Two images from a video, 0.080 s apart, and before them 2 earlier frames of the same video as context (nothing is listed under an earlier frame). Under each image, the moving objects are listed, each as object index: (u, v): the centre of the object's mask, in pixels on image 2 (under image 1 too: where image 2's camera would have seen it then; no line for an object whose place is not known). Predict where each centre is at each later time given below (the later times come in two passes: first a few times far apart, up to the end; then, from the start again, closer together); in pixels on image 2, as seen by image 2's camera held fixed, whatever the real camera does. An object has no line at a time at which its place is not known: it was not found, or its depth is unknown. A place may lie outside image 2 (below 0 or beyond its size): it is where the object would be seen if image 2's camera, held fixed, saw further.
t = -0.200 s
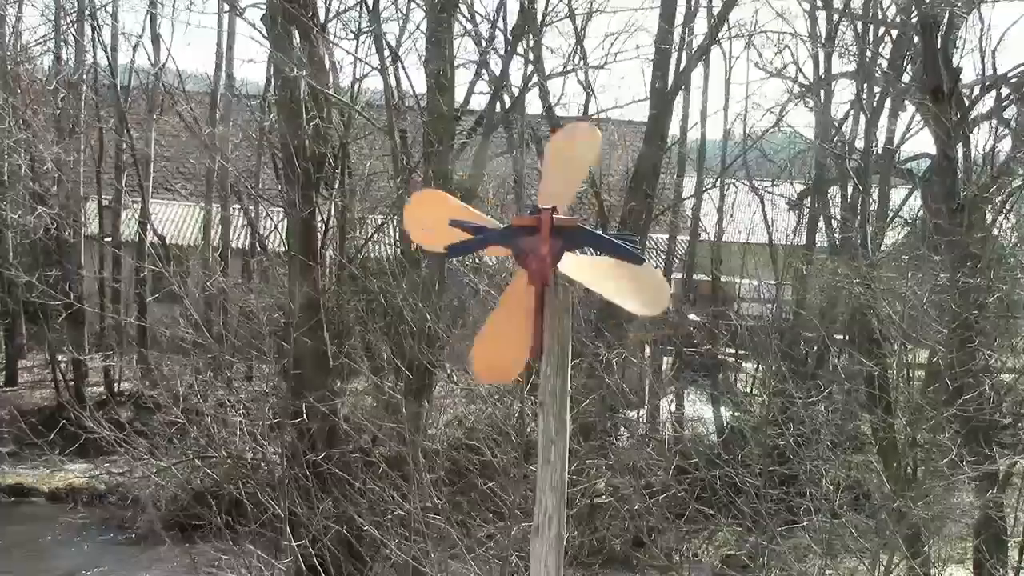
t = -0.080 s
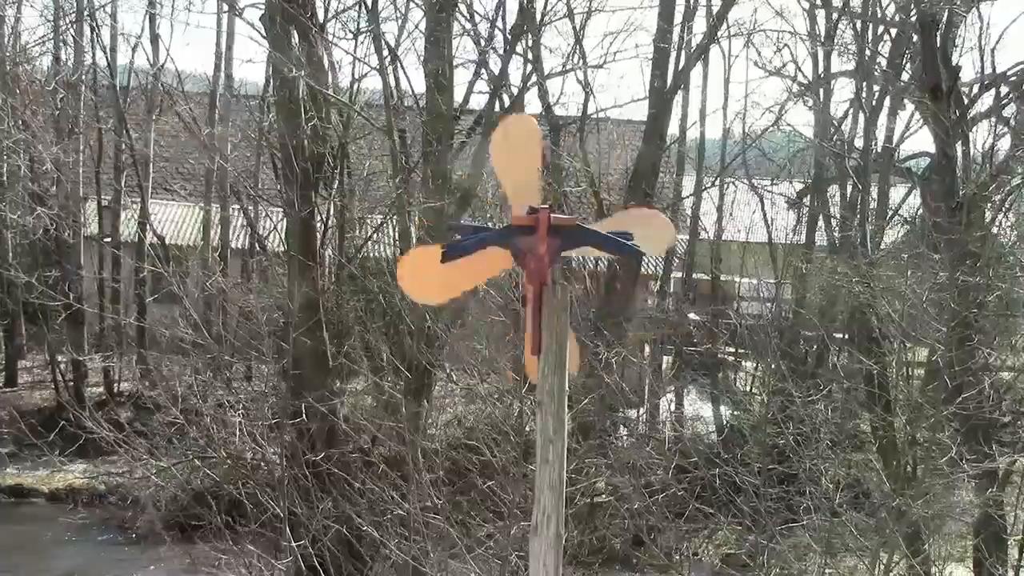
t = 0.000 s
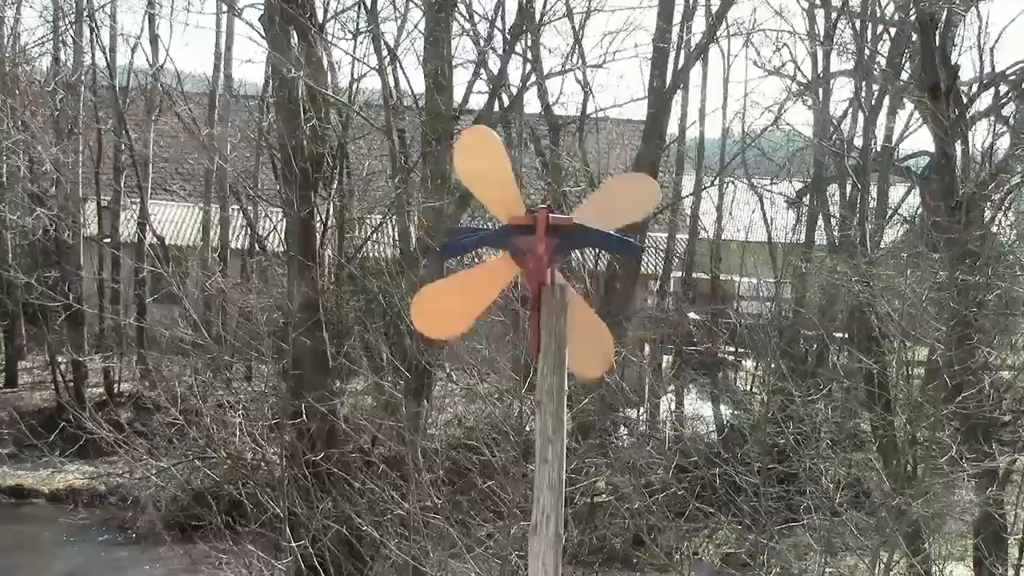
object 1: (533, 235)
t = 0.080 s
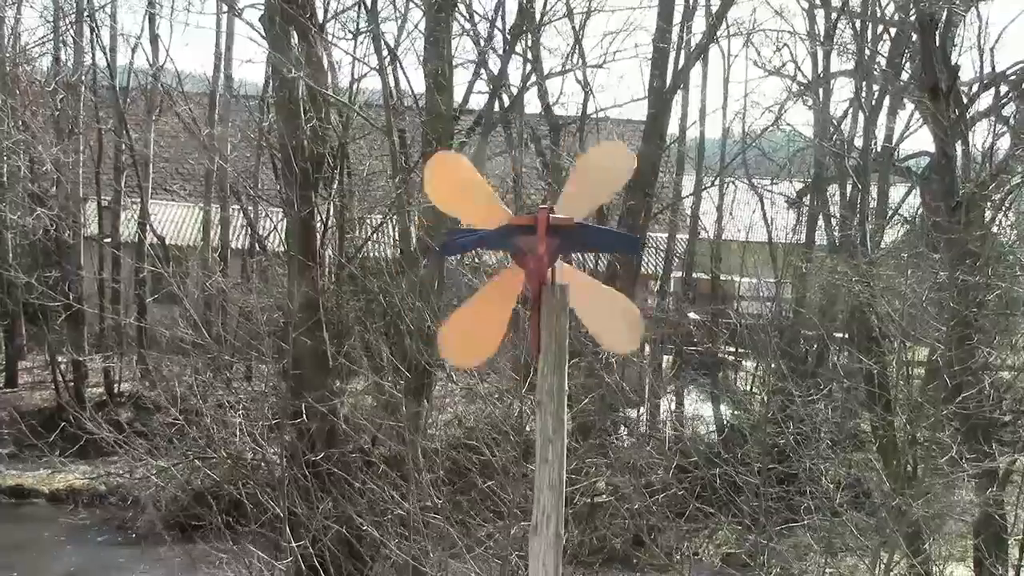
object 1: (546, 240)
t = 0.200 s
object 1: (552, 240)
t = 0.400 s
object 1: (550, 236)
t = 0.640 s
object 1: (535, 236)
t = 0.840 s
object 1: (548, 236)
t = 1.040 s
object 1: (537, 236)
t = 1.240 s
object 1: (536, 234)
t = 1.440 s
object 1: (535, 236)
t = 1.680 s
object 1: (552, 240)
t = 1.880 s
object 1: (535, 236)
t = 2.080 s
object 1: (535, 236)
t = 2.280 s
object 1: (535, 234)
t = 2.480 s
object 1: (548, 240)
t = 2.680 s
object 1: (531, 241)
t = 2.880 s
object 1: (549, 240)
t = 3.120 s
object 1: (537, 235)
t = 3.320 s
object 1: (536, 234)
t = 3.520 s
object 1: (536, 235)
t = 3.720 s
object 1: (534, 235)
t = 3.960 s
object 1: (550, 240)
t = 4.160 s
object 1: (535, 236)
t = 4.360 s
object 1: (537, 236)
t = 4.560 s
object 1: (535, 234)
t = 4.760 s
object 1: (535, 236)
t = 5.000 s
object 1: (548, 238)
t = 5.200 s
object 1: (536, 236)
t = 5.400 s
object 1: (537, 234)
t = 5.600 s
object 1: (535, 236)
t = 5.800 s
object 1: (548, 236)
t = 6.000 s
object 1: (535, 235)
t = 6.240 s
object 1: (547, 238)
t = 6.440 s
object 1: (535, 236)
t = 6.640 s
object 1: (547, 239)
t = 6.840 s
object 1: (534, 236)
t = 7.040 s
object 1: (535, 236)
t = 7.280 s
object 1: (551, 238)
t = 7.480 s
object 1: (537, 235)
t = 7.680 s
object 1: (536, 236)
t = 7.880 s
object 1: (548, 237)
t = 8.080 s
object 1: (536, 235)
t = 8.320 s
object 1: (532, 236)
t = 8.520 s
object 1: (552, 242)
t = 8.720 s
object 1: (549, 238)
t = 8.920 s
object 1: (536, 235)
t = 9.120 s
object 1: (537, 235)
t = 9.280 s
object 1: (535, 235)
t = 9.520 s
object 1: (535, 236)
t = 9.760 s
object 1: (553, 241)
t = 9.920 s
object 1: (537, 236)
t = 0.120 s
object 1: (549, 240)
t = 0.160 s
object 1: (551, 240)
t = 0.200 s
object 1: (552, 240)
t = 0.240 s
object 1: (550, 241)
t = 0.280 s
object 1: (551, 241)
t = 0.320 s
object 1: (549, 241)
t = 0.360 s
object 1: (550, 237)
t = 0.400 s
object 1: (550, 236)
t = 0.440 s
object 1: (537, 235)
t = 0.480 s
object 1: (536, 235)
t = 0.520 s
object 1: (536, 235)
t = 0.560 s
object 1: (536, 236)
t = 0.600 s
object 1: (536, 237)
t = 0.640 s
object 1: (535, 236)
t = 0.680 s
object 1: (535, 235)
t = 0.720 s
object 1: (548, 236)
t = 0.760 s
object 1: (547, 234)
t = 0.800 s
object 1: (536, 235)
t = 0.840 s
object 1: (548, 236)
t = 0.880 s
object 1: (536, 235)
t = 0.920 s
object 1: (548, 237)
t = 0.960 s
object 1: (549, 236)
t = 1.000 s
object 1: (537, 235)
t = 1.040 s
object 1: (537, 236)
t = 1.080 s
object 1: (548, 237)
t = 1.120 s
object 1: (548, 237)
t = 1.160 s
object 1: (534, 235)
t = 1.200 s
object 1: (535, 234)
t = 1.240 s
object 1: (536, 234)
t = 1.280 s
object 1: (549, 237)
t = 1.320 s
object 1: (534, 235)
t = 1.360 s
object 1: (535, 234)
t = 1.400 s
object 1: (535, 235)
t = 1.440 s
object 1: (535, 236)
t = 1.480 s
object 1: (536, 235)
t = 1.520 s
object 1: (535, 235)
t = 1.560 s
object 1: (535, 234)
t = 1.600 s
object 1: (550, 237)
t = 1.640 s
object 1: (552, 239)
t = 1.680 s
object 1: (552, 240)
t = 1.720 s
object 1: (551, 239)
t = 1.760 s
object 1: (549, 237)
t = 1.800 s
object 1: (549, 241)
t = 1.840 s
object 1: (549, 239)
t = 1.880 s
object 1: (535, 236)
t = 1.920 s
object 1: (536, 234)
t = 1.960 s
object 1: (535, 236)
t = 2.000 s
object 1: (536, 236)
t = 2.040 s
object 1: (535, 236)
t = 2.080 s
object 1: (535, 236)
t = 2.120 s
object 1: (549, 238)
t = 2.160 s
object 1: (549, 236)
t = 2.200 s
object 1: (548, 236)
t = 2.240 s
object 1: (548, 236)
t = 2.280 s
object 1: (535, 234)
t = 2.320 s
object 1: (535, 235)
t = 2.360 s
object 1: (548, 237)
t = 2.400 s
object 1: (535, 234)
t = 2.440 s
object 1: (535, 234)
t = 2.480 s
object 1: (548, 240)
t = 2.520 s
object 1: (548, 241)
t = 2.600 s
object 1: (548, 241)
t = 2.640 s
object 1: (534, 236)
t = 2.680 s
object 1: (531, 241)
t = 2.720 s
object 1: (532, 240)
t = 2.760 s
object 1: (533, 236)
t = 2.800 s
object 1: (535, 235)
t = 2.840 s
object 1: (549, 237)
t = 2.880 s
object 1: (549, 240)
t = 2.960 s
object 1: (551, 240)
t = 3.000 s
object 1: (549, 240)
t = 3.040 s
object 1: (548, 240)
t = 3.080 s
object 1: (536, 235)
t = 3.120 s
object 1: (537, 235)
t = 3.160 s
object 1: (536, 235)
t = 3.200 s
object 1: (536, 235)
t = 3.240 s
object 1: (534, 237)
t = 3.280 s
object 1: (535, 234)
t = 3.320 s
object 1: (536, 234)
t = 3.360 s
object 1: (535, 235)
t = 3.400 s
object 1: (536, 234)
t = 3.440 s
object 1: (534, 236)
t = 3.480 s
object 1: (536, 236)
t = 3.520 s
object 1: (536, 235)
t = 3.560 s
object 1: (548, 236)
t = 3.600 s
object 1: (534, 236)
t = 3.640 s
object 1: (534, 235)
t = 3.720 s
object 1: (534, 235)
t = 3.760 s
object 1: (534, 236)
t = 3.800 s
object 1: (534, 235)
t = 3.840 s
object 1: (536, 236)
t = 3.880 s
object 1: (549, 236)
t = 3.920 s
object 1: (549, 238)
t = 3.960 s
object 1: (550, 240)
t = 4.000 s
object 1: (550, 241)
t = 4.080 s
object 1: (548, 241)
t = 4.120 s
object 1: (548, 237)
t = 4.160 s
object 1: (535, 236)
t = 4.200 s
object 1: (536, 235)
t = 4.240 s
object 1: (536, 235)
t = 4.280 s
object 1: (537, 236)
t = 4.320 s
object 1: (537, 236)
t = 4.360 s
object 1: (537, 236)
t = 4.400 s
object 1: (536, 236)
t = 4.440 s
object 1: (535, 235)
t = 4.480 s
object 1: (536, 234)
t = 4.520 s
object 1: (536, 235)
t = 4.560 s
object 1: (535, 234)
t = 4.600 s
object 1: (535, 235)
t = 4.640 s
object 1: (534, 236)
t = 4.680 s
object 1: (536, 234)
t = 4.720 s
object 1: (536, 235)
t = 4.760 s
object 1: (535, 236)
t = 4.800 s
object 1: (535, 236)
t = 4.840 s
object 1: (536, 235)
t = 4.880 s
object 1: (534, 236)
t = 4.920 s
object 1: (533, 236)
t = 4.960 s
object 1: (547, 236)
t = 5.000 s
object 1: (548, 238)
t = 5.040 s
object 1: (552, 239)
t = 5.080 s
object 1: (552, 241)
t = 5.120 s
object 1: (547, 242)
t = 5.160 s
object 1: (548, 240)
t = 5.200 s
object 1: (536, 236)
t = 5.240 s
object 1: (536, 236)
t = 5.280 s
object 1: (536, 235)
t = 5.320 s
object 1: (537, 236)
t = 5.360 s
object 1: (535, 236)
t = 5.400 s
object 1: (537, 234)
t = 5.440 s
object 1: (537, 235)
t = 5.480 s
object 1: (537, 235)
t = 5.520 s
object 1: (536, 235)
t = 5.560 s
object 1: (536, 234)
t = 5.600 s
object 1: (535, 236)
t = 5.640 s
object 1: (535, 236)
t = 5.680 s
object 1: (535, 235)
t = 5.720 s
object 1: (548, 235)
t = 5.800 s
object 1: (548, 236)
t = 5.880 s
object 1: (535, 235)
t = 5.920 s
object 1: (535, 236)
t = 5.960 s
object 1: (534, 236)
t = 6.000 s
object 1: (535, 235)
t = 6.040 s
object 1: (550, 238)
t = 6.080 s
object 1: (552, 239)
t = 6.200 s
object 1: (547, 240)
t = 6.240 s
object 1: (547, 238)
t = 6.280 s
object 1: (535, 235)
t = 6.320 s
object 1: (535, 236)
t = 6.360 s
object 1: (535, 236)
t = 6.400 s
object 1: (537, 236)
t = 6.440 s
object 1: (535, 236)
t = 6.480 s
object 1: (536, 235)
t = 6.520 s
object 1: (537, 235)
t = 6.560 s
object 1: (536, 235)
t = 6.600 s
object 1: (549, 238)
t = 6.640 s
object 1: (547, 239)
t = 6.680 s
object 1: (536, 236)
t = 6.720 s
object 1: (535, 236)
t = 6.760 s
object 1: (535, 235)
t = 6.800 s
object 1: (534, 235)
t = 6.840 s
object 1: (534, 236)
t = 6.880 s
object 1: (549, 235)
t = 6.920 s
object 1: (537, 235)
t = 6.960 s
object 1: (535, 235)
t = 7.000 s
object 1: (533, 236)
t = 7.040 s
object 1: (535, 236)
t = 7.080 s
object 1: (535, 235)
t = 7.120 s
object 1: (535, 235)
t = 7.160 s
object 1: (548, 237)
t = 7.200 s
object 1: (552, 239)
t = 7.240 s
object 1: (552, 240)
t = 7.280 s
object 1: (551, 238)
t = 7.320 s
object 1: (548, 241)
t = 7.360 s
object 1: (549, 240)
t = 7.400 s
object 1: (536, 235)
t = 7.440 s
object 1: (536, 236)
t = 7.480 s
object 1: (537, 235)
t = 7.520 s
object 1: (536, 237)
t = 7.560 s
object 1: (536, 237)
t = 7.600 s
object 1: (537, 235)
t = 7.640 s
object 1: (536, 236)
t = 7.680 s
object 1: (536, 236)
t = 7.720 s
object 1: (536, 237)
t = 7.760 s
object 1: (536, 236)
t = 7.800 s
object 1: (535, 236)
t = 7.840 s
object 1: (536, 235)
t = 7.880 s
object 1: (548, 237)
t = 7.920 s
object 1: (536, 236)
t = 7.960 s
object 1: (536, 235)
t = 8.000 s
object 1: (549, 237)
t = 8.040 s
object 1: (549, 241)
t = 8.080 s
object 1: (536, 235)
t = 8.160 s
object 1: (549, 241)
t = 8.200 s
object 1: (534, 235)
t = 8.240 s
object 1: (536, 235)
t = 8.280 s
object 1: (533, 236)
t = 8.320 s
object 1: (532, 236)
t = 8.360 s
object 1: (534, 235)
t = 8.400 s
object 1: (535, 235)
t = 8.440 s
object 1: (550, 240)
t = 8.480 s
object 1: (551, 239)
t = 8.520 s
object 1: (552, 242)
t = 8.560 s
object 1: (551, 241)
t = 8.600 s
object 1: (550, 241)
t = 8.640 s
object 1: (549, 241)
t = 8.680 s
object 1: (549, 239)
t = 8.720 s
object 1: (549, 238)
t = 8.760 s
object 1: (548, 237)
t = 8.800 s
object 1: (548, 236)
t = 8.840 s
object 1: (536, 236)
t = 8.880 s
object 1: (536, 236)
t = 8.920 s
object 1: (536, 235)
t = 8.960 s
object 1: (536, 235)
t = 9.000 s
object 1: (537, 236)
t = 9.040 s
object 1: (536, 237)
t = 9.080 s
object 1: (536, 236)
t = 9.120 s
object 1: (537, 235)
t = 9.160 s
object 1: (536, 236)
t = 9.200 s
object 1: (536, 236)
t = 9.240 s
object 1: (536, 235)
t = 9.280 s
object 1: (535, 235)
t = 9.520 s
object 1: (535, 236)
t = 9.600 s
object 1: (537, 235)
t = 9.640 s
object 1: (536, 235)
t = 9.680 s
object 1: (551, 241)
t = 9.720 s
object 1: (550, 241)
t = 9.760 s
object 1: (553, 241)
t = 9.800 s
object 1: (551, 241)
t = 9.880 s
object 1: (550, 239)
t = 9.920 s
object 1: (537, 236)
